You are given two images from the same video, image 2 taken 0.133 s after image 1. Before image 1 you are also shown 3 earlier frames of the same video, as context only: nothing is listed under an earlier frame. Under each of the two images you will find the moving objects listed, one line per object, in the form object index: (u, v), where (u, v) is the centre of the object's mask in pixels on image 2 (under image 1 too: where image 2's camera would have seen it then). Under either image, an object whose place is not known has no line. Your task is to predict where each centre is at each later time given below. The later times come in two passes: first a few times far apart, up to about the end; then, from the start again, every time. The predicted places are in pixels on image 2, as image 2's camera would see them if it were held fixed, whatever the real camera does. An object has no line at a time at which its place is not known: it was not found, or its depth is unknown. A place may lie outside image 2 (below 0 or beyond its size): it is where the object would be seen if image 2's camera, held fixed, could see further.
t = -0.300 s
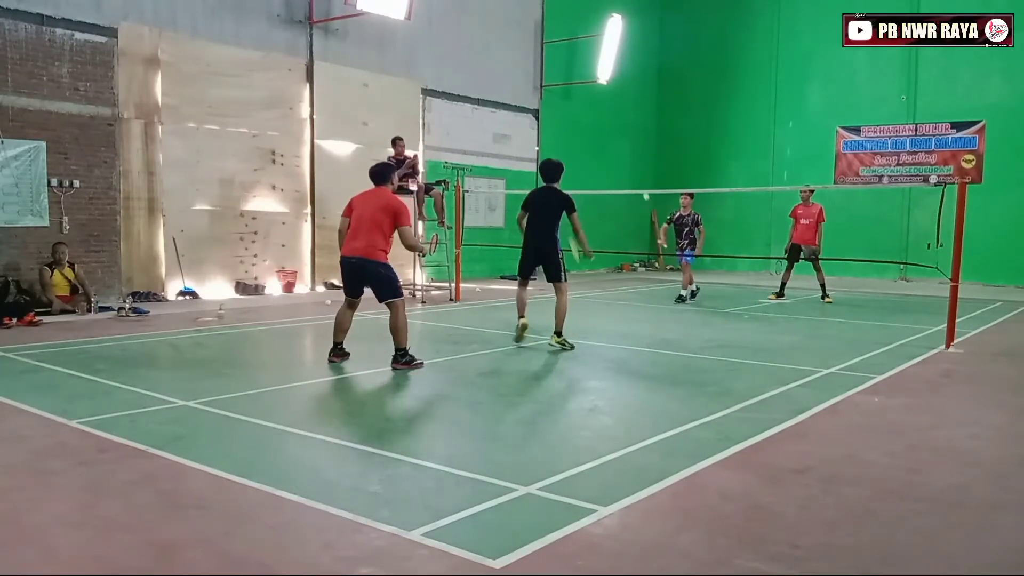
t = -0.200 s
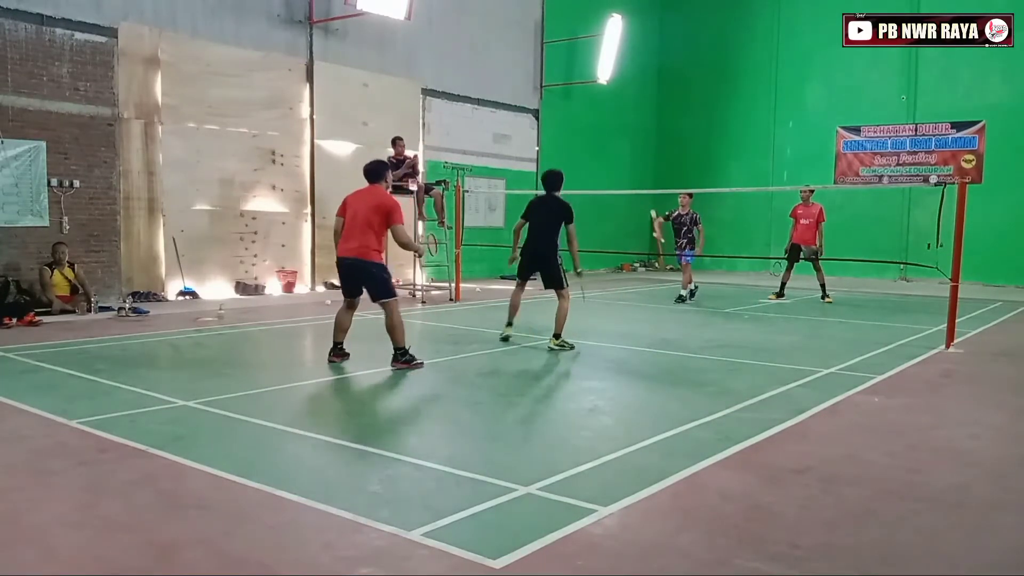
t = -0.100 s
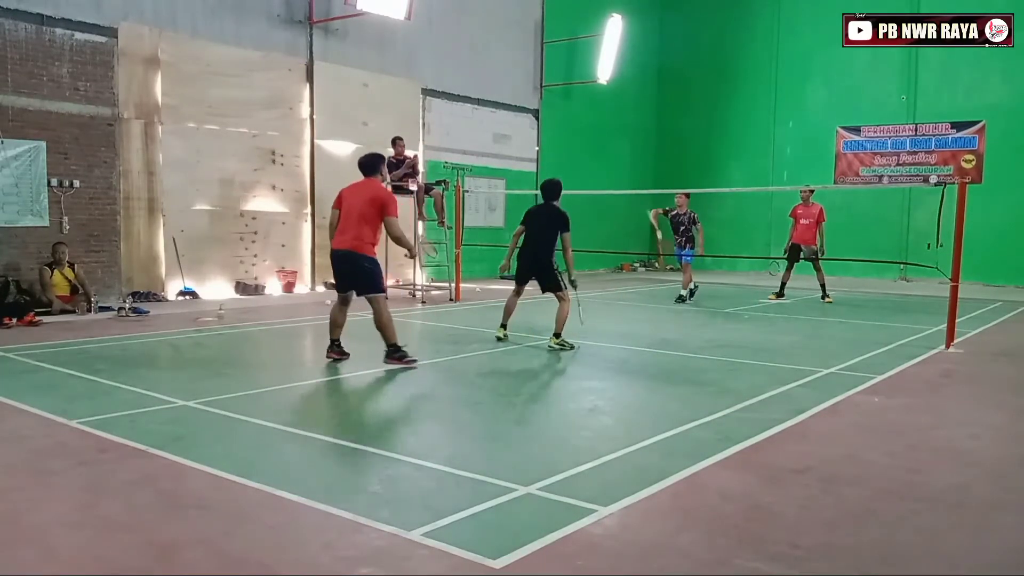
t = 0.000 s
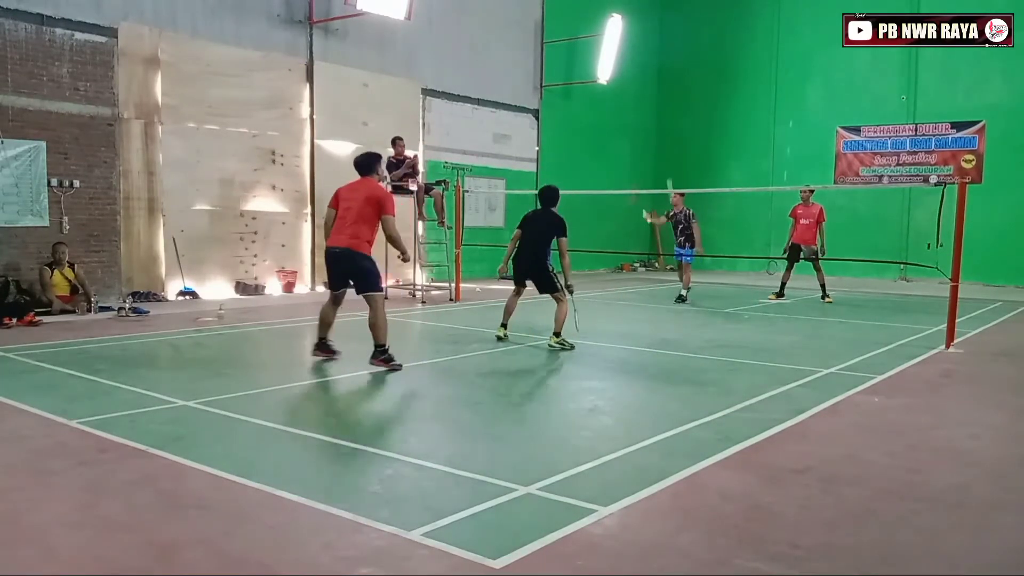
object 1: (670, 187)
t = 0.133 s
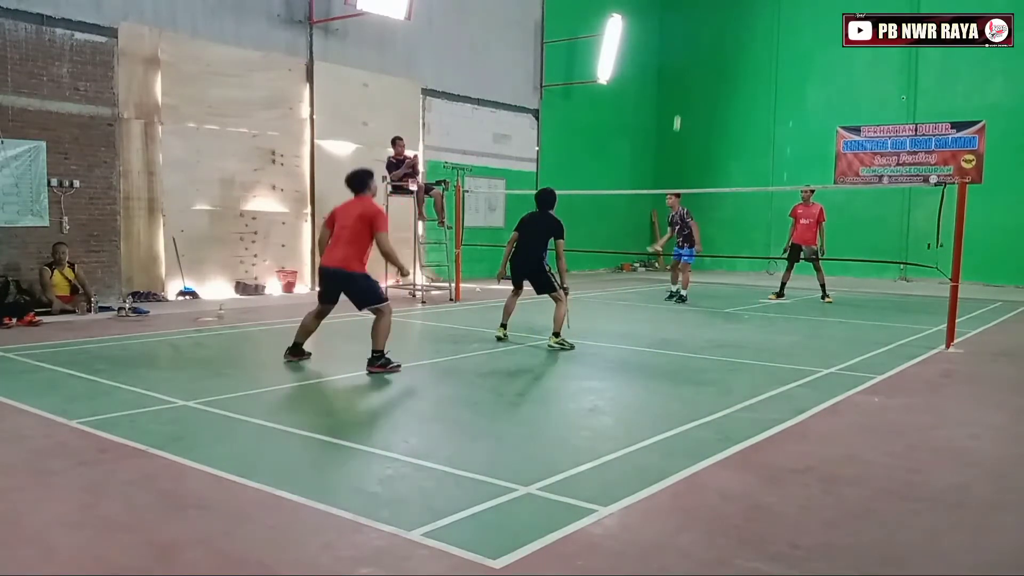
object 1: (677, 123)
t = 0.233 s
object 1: (682, 85)
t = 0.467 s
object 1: (691, 38)
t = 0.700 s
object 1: (695, 61)
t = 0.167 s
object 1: (678, 110)
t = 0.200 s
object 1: (680, 97)
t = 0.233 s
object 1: (682, 85)
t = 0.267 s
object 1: (683, 75)
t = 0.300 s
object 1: (685, 66)
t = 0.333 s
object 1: (686, 58)
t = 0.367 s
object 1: (687, 51)
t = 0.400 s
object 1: (688, 46)
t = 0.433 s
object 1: (690, 41)
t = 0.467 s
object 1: (691, 38)
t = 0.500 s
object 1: (692, 36)
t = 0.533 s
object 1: (692, 36)
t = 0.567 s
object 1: (693, 37)
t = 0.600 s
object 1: (694, 41)
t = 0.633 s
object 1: (694, 46)
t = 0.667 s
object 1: (695, 53)
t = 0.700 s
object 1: (695, 61)
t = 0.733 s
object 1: (695, 73)
